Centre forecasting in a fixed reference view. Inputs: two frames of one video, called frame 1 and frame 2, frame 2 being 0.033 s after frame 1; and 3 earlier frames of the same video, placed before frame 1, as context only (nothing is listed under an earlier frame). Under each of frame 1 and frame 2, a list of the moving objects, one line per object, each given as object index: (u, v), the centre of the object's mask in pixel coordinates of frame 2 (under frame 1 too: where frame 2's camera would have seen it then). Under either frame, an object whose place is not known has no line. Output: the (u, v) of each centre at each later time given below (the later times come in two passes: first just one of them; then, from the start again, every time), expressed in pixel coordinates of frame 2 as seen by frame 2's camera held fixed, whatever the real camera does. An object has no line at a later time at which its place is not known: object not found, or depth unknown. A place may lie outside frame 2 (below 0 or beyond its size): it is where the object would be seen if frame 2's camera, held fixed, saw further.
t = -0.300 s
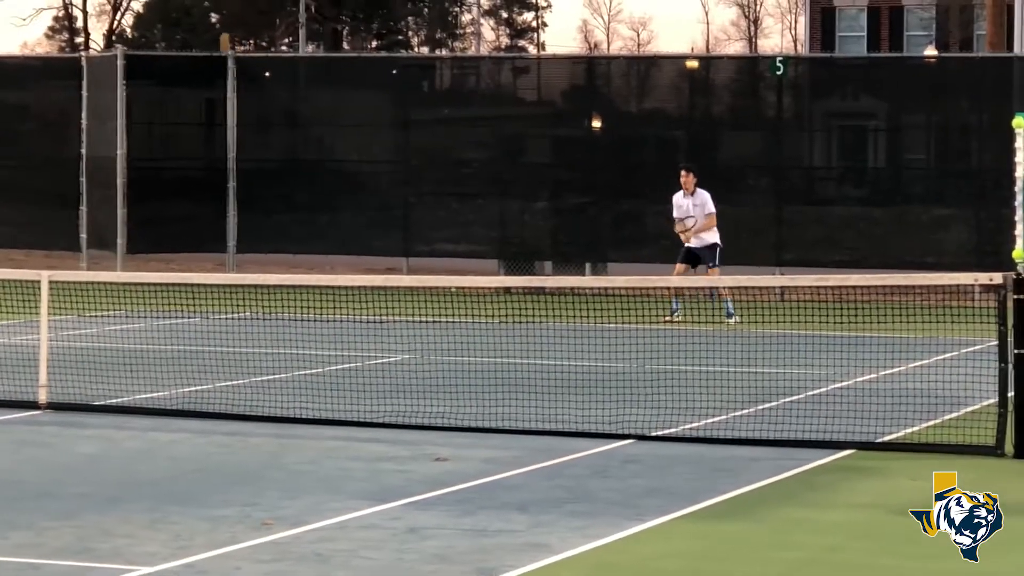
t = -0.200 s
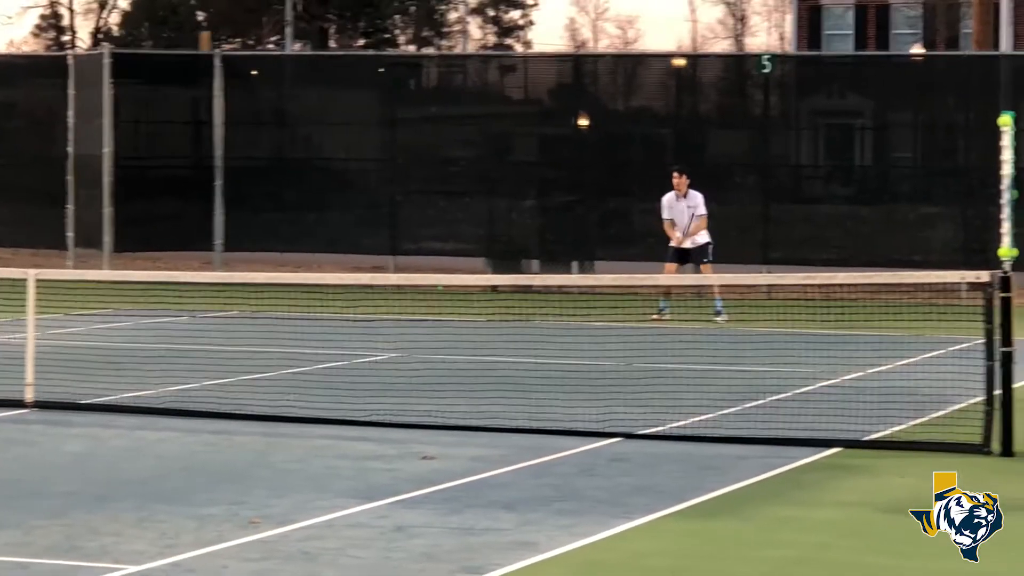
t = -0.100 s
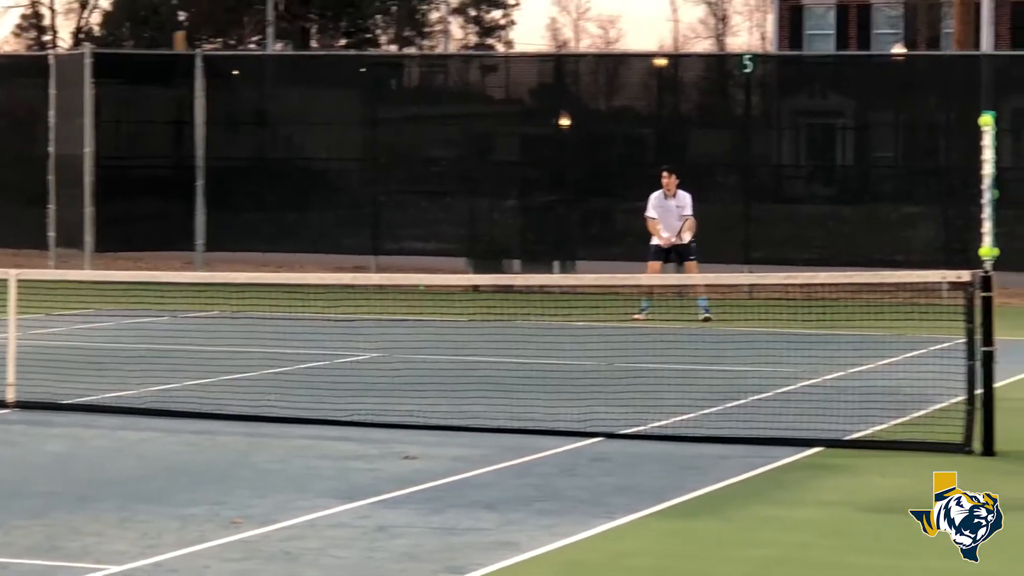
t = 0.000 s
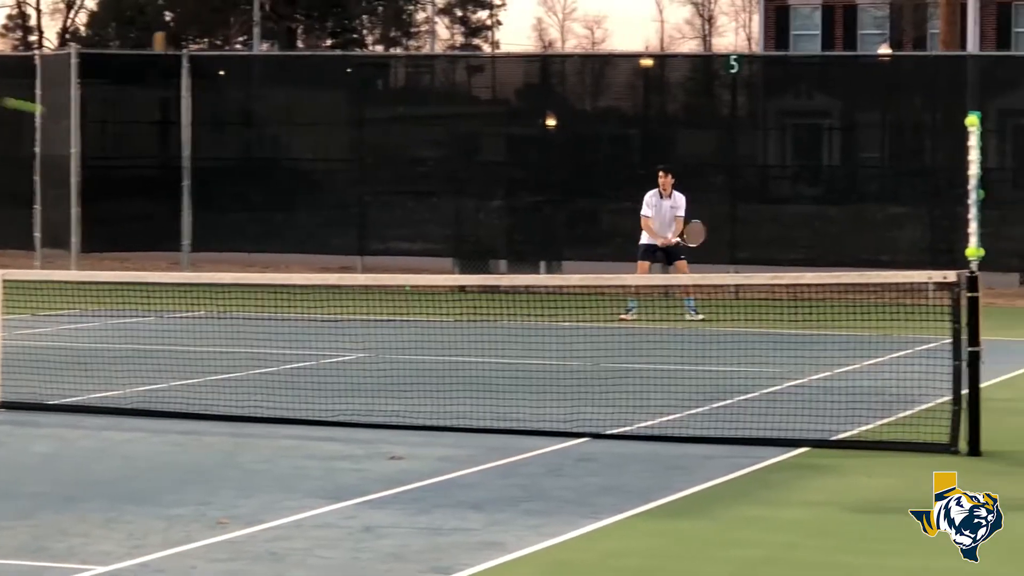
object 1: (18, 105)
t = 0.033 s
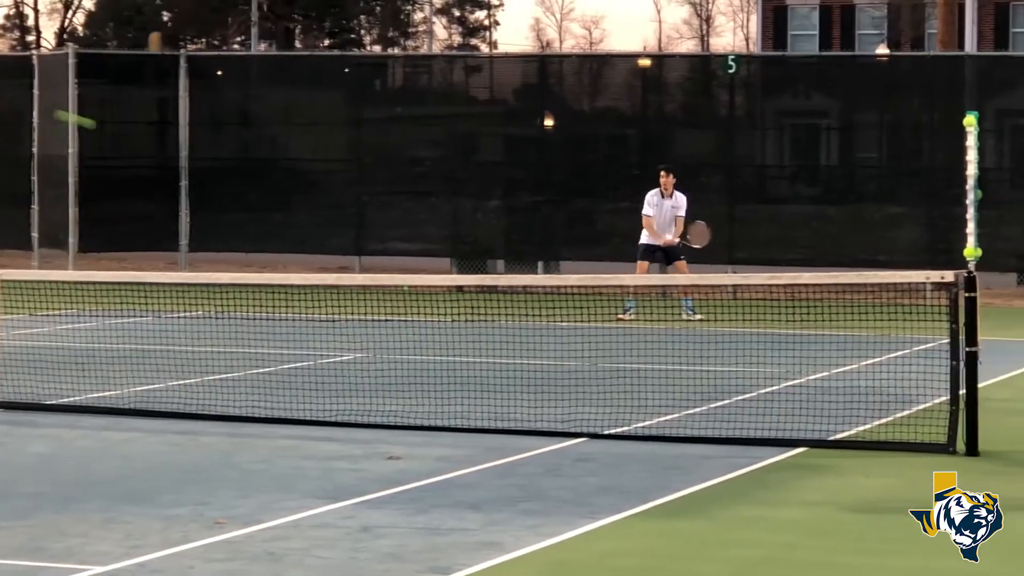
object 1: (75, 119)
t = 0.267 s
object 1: (366, 234)
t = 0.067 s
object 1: (124, 133)
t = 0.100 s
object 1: (170, 148)
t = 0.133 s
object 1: (215, 164)
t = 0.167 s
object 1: (256, 180)
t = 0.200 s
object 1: (295, 197)
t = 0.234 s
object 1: (332, 215)
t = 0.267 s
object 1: (366, 234)
